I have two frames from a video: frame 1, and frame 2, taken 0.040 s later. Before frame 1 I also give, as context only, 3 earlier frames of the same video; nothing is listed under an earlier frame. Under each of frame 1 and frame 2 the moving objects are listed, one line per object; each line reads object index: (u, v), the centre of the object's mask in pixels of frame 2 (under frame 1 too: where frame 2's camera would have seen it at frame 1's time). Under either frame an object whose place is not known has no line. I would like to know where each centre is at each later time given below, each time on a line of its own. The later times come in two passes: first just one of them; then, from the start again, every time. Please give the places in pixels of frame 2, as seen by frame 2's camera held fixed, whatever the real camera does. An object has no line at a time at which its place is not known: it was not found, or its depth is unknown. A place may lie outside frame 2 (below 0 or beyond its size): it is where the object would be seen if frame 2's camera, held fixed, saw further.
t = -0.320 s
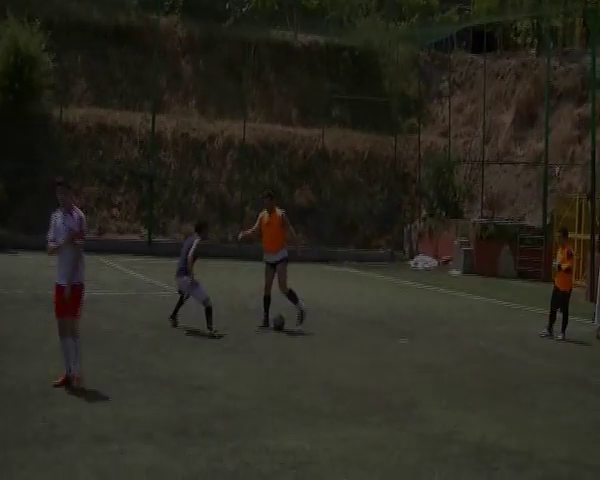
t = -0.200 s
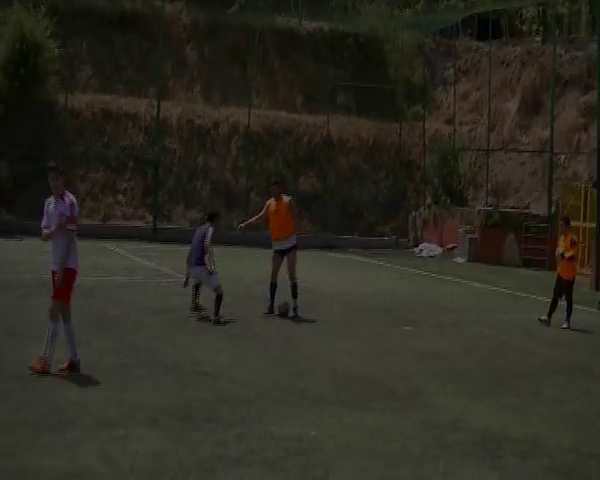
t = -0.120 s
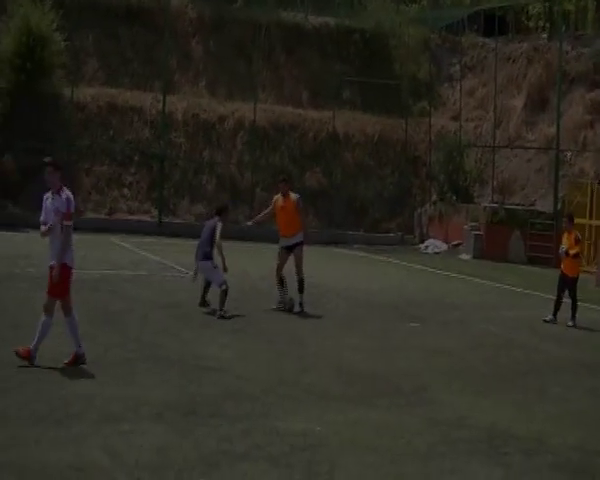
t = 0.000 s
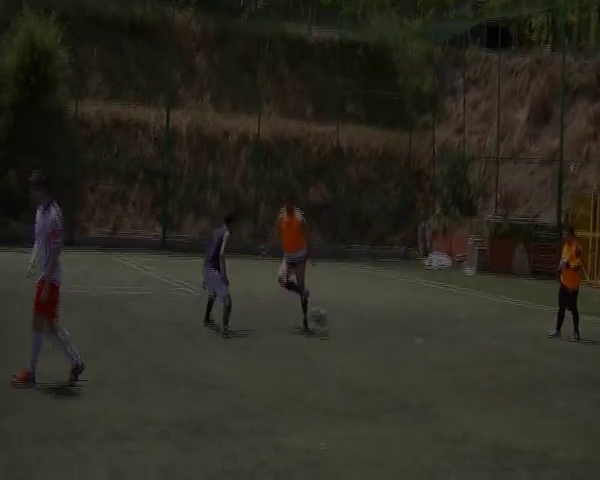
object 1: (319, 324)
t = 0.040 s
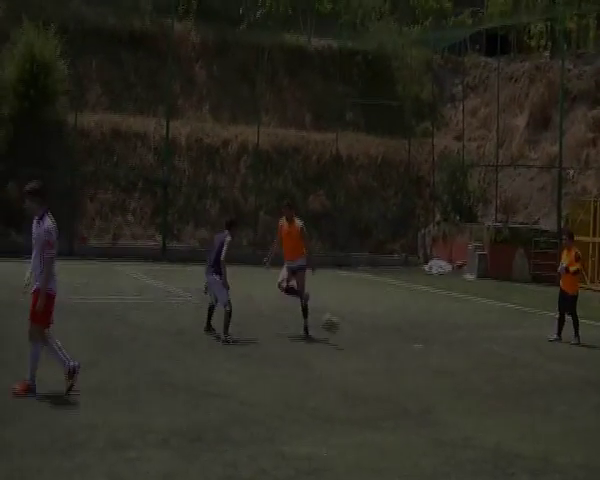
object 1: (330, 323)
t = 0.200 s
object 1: (376, 338)
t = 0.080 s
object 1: (342, 326)
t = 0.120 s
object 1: (353, 328)
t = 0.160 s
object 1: (364, 332)
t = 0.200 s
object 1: (376, 338)
